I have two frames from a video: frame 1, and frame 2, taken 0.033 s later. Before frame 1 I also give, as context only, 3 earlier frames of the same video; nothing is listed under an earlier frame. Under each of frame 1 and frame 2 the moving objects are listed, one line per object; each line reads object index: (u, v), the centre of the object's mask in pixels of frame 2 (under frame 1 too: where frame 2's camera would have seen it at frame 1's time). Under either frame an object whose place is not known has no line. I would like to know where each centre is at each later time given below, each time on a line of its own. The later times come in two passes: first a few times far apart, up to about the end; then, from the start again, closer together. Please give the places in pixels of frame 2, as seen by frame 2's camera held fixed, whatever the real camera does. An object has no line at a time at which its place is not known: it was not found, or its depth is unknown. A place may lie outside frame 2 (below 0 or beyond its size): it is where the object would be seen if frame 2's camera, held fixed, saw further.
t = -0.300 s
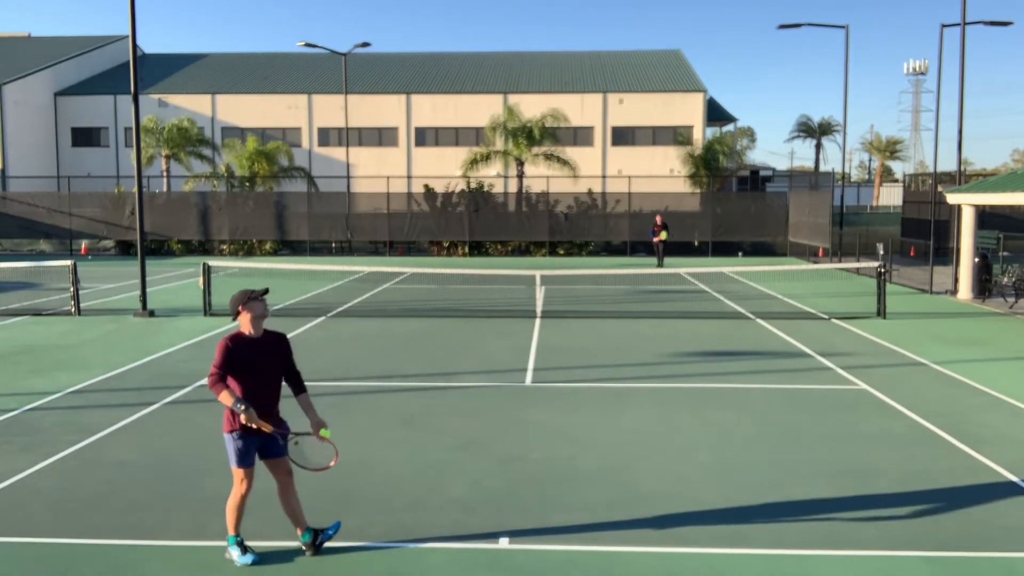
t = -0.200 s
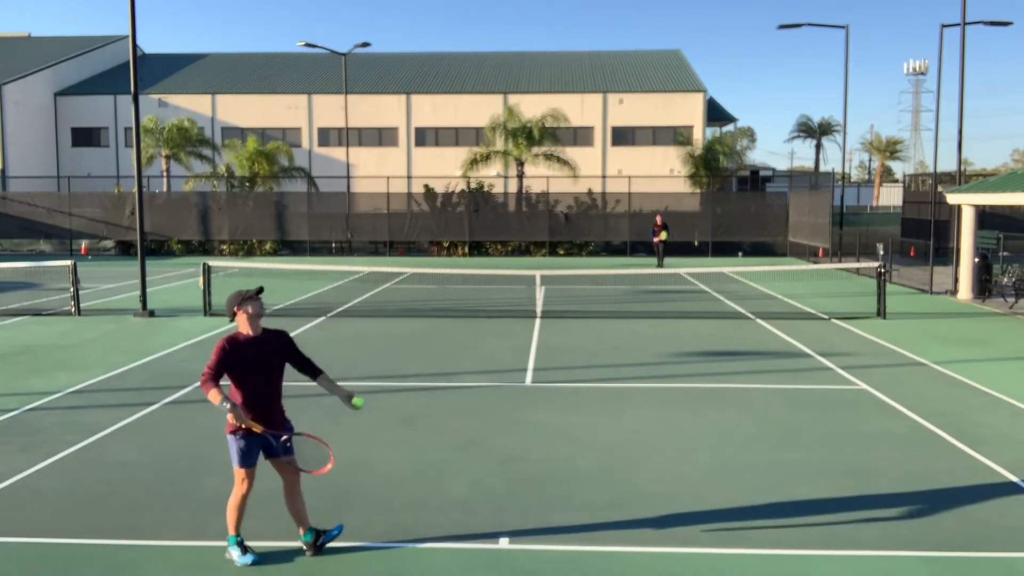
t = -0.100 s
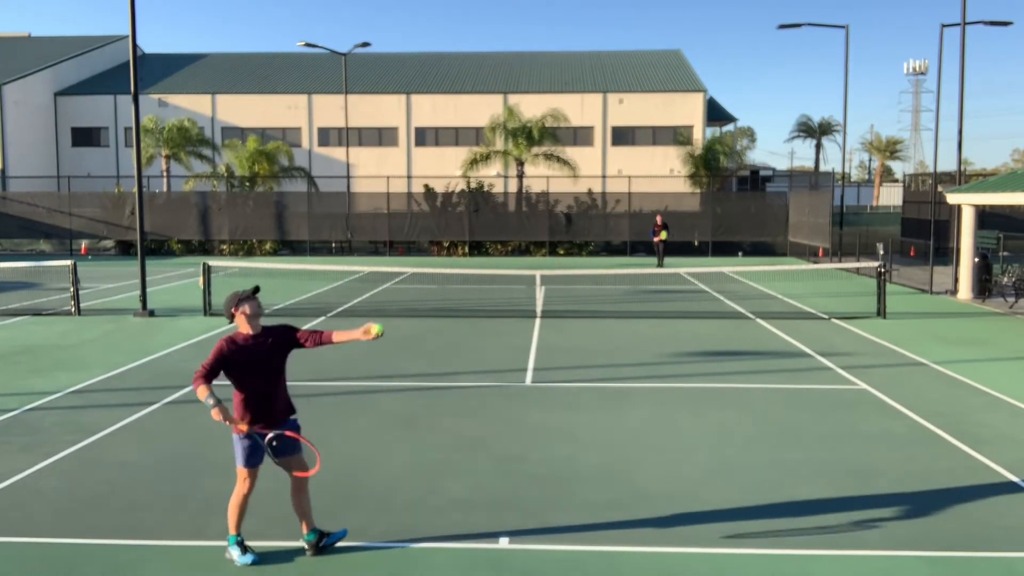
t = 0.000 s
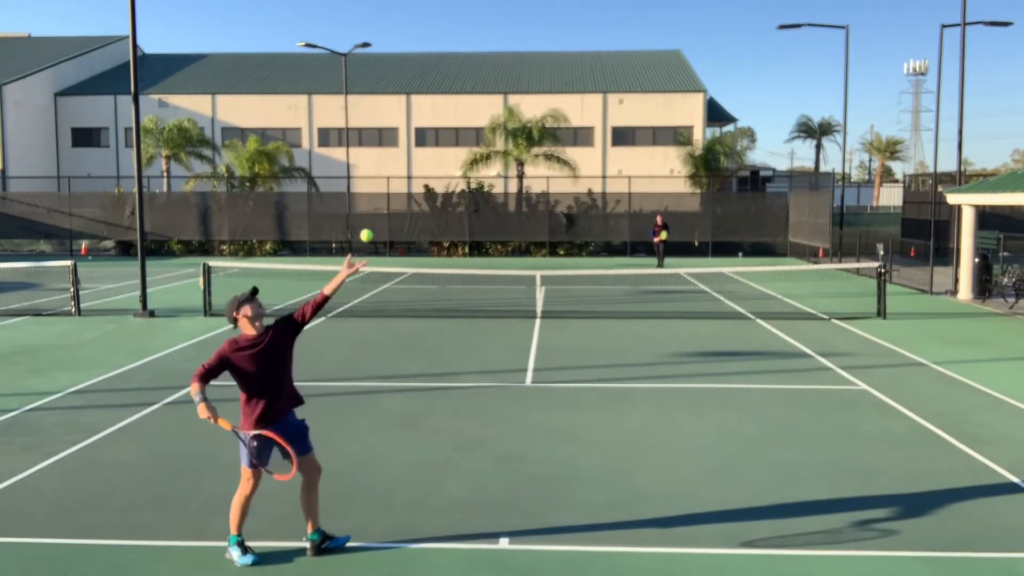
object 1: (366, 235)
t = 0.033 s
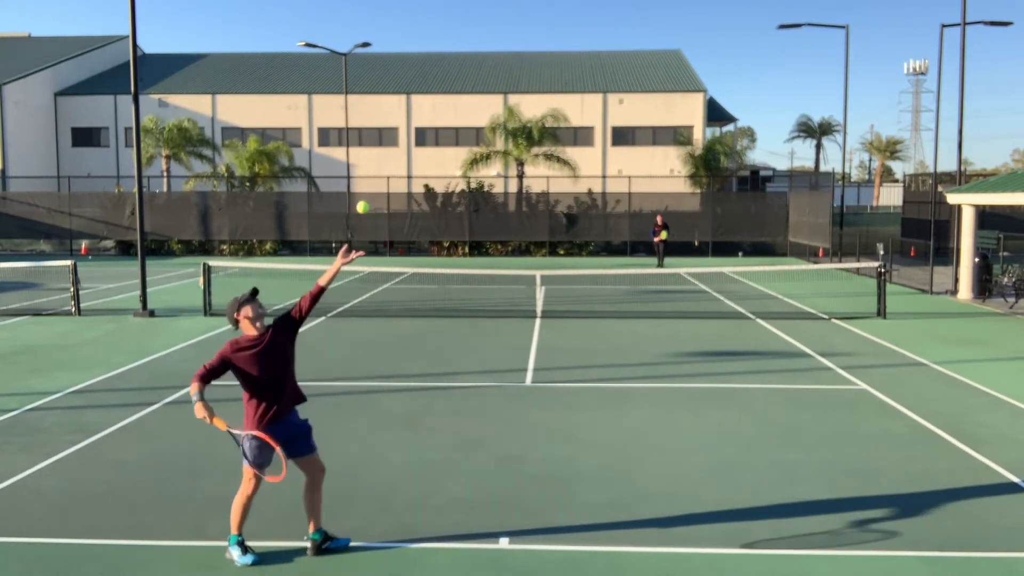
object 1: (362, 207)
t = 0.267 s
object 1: (338, 64)
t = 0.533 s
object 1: (314, 11)
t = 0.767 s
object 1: (298, 58)
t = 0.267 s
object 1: (338, 64)
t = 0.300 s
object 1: (335, 51)
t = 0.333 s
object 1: (331, 39)
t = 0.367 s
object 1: (328, 30)
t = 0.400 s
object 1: (325, 23)
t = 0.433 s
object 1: (322, 17)
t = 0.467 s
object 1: (319, 14)
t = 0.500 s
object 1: (316, 11)
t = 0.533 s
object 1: (314, 11)
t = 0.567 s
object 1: (311, 13)
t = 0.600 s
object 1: (308, 16)
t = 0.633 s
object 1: (306, 21)
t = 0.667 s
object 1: (304, 28)
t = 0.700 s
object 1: (301, 36)
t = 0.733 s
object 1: (300, 46)
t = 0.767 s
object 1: (298, 58)
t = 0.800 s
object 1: (296, 71)
